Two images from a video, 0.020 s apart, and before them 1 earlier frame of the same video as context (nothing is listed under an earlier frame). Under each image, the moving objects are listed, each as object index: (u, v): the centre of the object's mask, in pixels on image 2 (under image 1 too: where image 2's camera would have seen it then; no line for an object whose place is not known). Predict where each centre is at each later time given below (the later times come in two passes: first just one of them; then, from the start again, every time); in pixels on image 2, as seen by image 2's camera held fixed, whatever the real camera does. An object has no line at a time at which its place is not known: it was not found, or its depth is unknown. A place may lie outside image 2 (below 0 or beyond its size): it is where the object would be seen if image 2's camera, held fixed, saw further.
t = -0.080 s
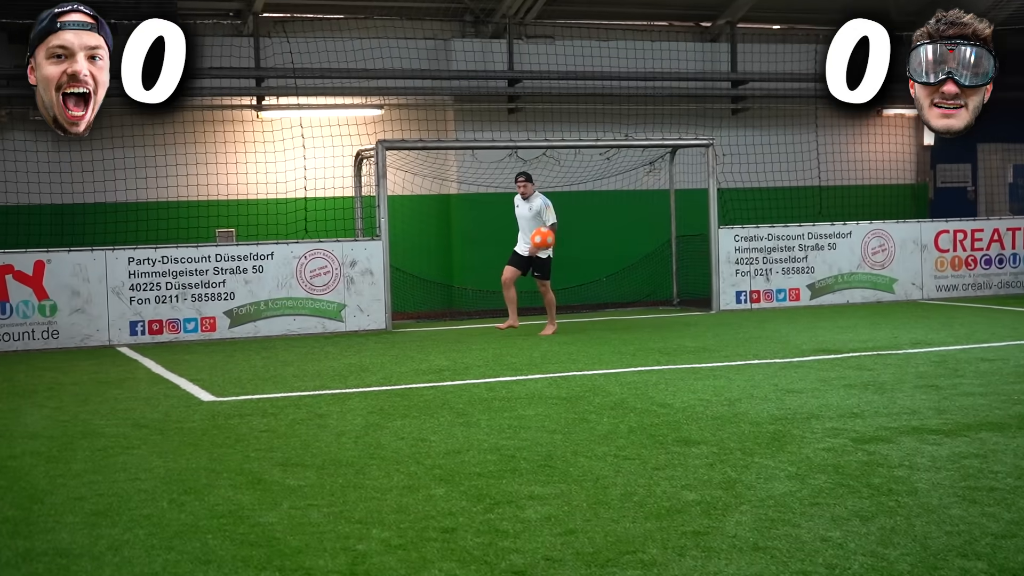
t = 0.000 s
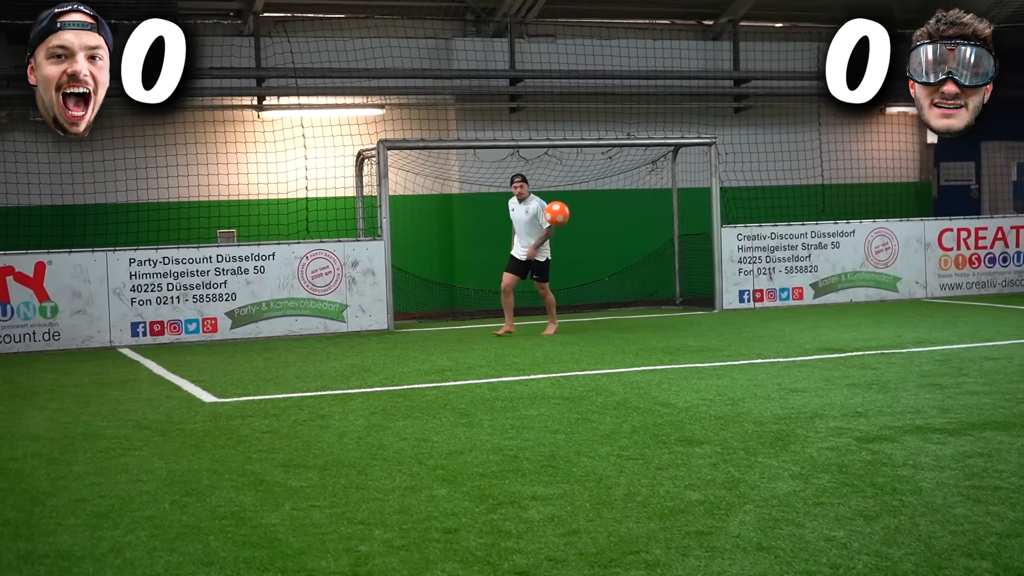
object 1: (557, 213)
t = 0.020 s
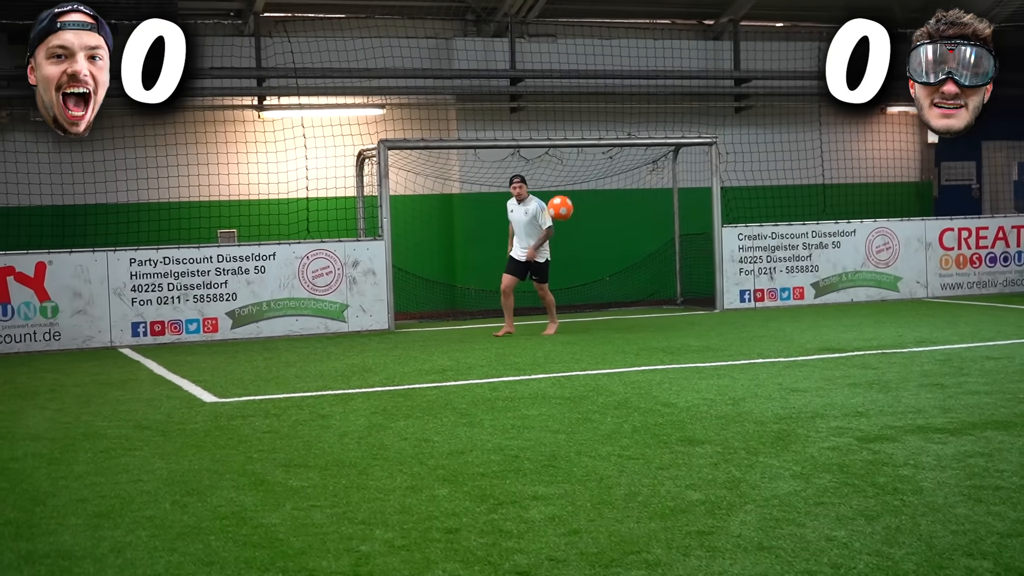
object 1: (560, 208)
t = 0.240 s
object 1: (582, 175)
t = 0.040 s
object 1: (563, 202)
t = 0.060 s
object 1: (567, 198)
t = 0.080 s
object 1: (569, 193)
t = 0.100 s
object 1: (572, 189)
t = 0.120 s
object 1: (573, 185)
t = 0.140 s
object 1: (575, 181)
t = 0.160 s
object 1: (577, 178)
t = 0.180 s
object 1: (578, 176)
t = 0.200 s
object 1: (579, 176)
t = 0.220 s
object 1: (581, 175)
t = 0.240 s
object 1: (582, 175)
